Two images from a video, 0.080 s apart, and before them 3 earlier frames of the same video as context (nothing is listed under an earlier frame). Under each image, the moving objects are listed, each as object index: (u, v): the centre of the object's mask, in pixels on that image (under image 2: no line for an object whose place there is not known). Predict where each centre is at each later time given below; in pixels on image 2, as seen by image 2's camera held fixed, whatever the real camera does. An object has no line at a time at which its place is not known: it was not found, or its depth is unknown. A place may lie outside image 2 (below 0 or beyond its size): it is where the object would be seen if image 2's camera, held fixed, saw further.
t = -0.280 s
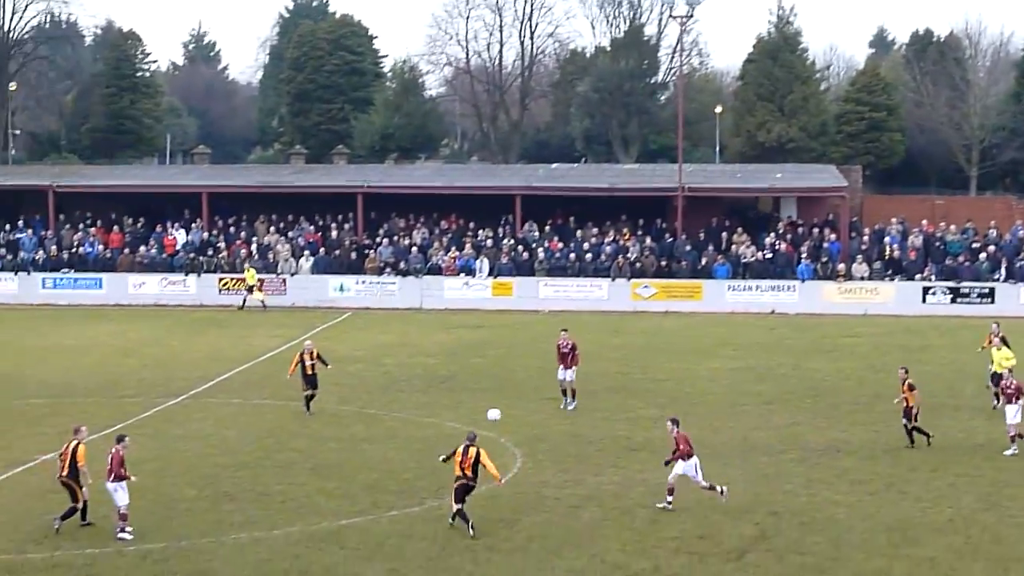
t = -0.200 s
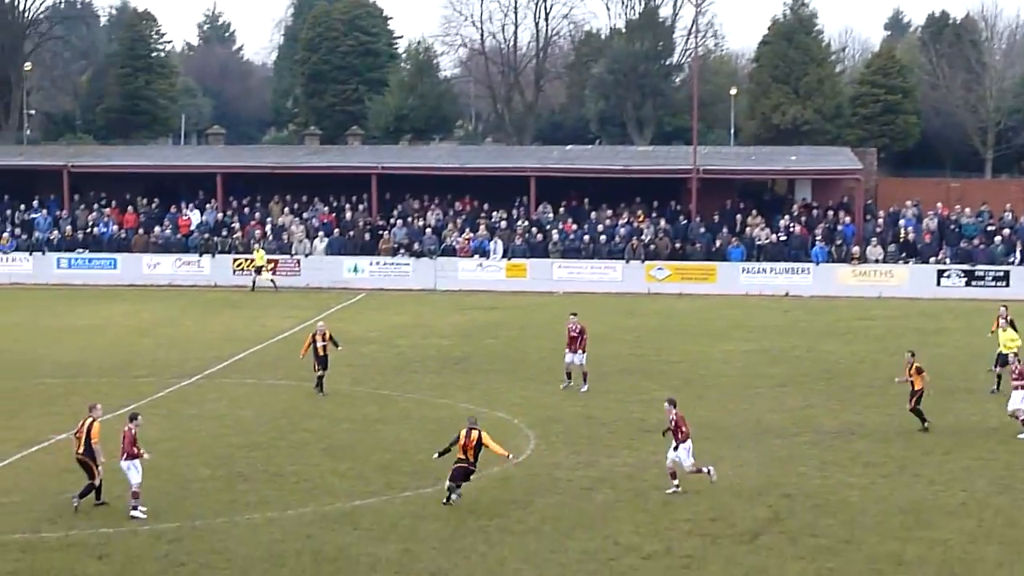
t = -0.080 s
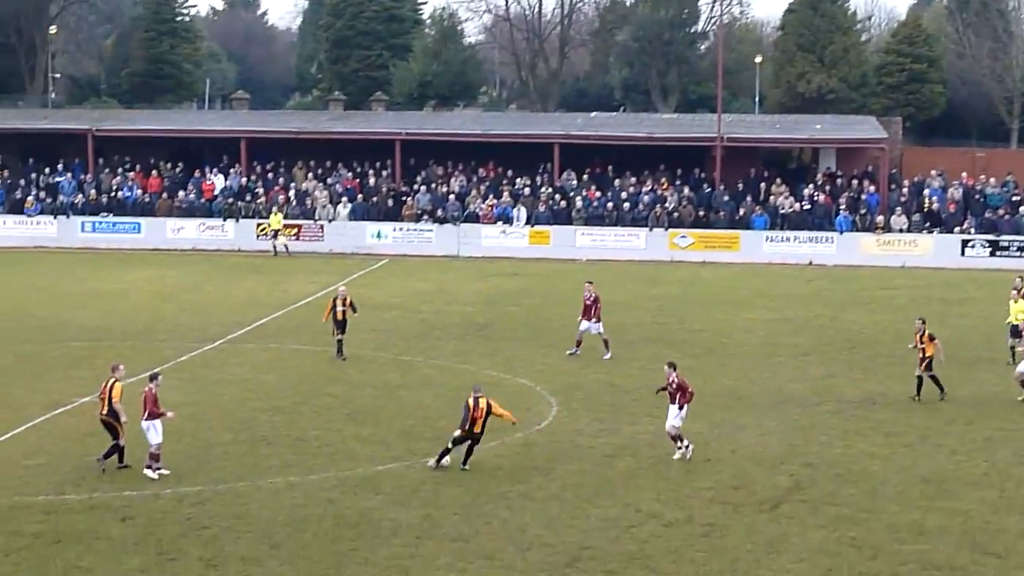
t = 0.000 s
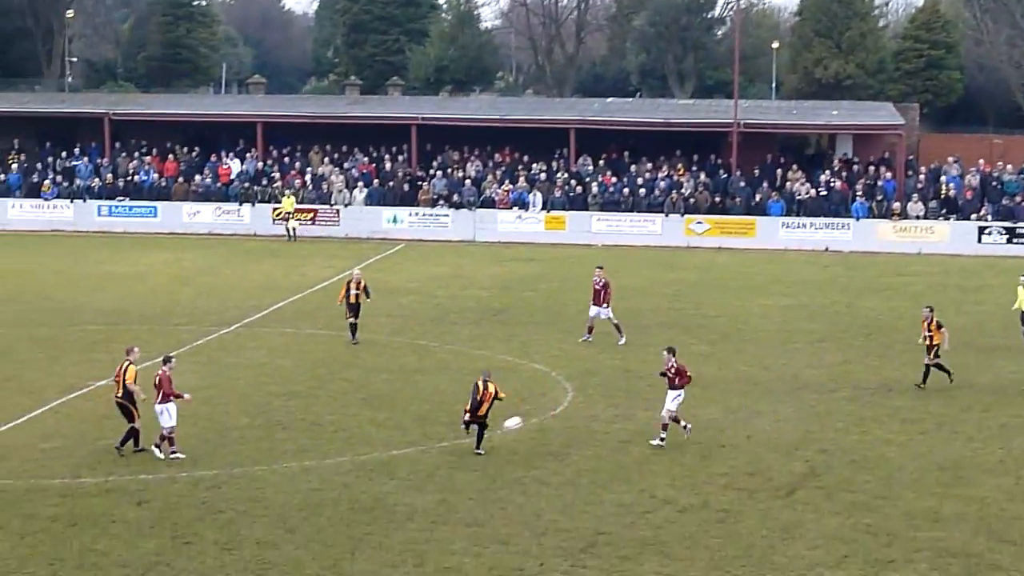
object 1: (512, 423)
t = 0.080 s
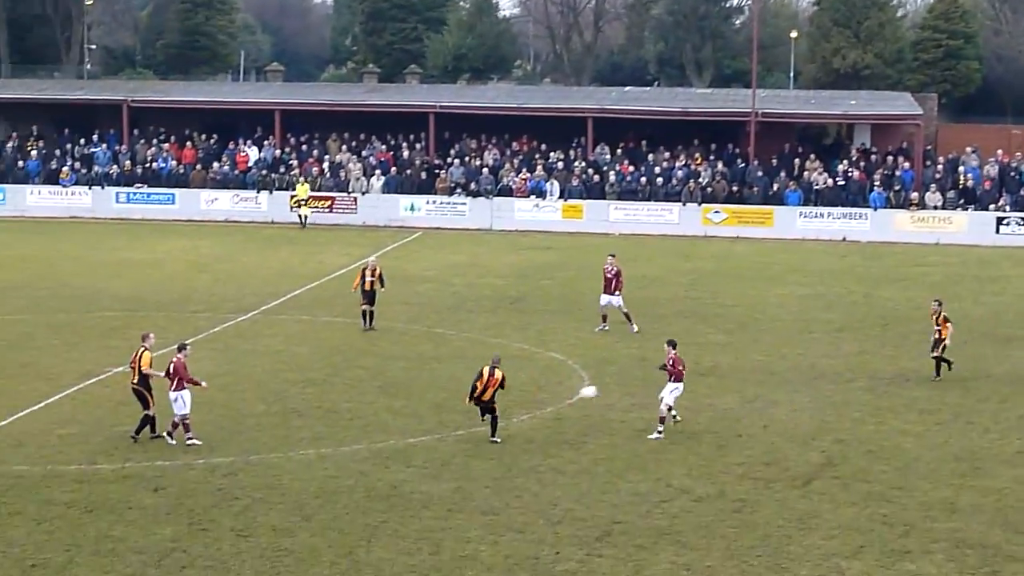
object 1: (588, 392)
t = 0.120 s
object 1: (617, 383)
